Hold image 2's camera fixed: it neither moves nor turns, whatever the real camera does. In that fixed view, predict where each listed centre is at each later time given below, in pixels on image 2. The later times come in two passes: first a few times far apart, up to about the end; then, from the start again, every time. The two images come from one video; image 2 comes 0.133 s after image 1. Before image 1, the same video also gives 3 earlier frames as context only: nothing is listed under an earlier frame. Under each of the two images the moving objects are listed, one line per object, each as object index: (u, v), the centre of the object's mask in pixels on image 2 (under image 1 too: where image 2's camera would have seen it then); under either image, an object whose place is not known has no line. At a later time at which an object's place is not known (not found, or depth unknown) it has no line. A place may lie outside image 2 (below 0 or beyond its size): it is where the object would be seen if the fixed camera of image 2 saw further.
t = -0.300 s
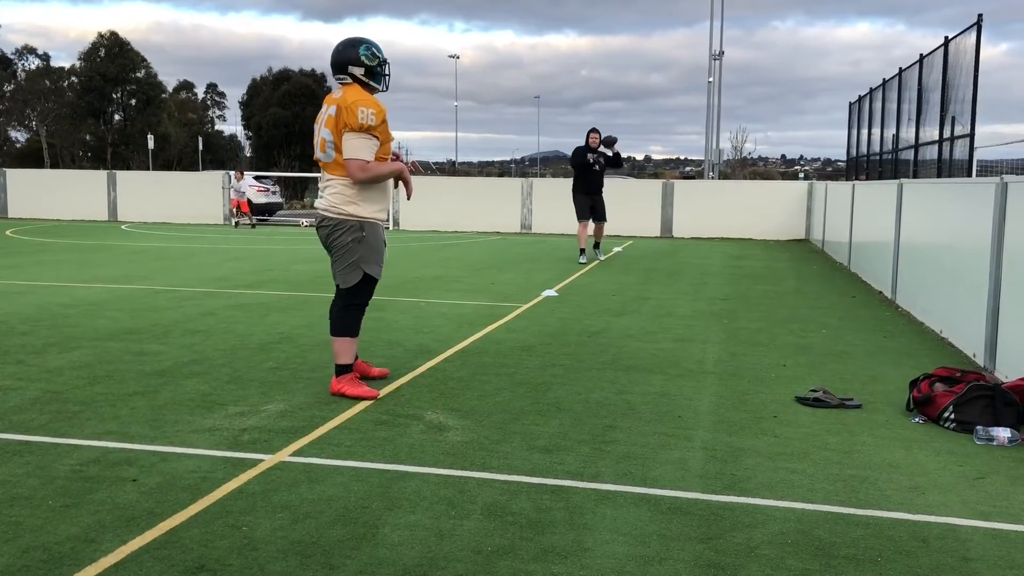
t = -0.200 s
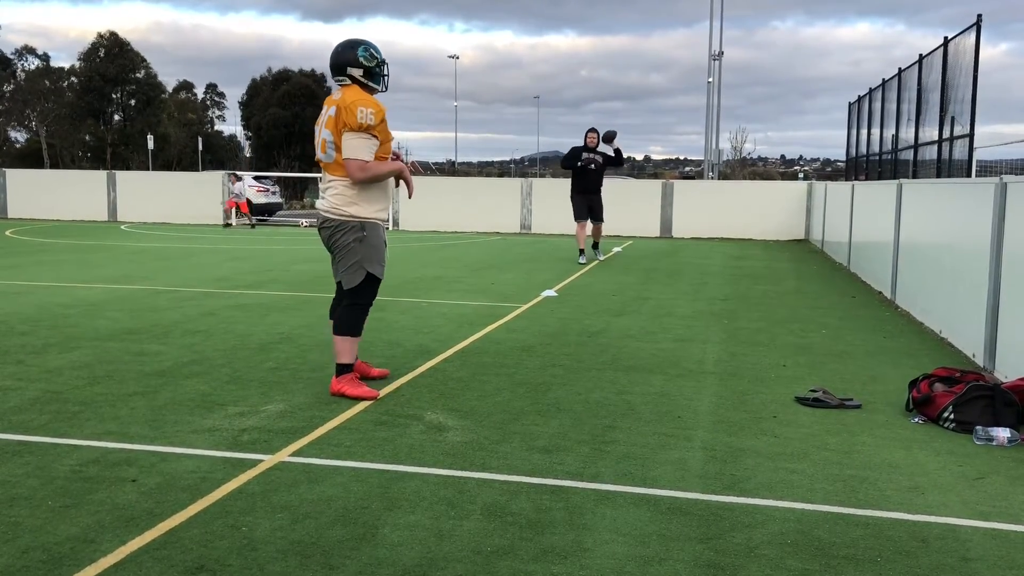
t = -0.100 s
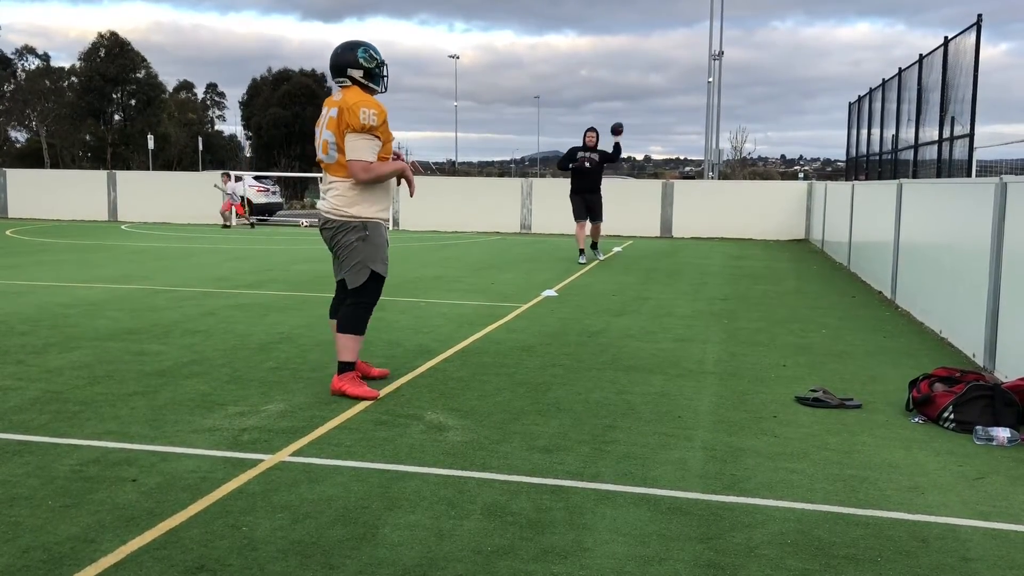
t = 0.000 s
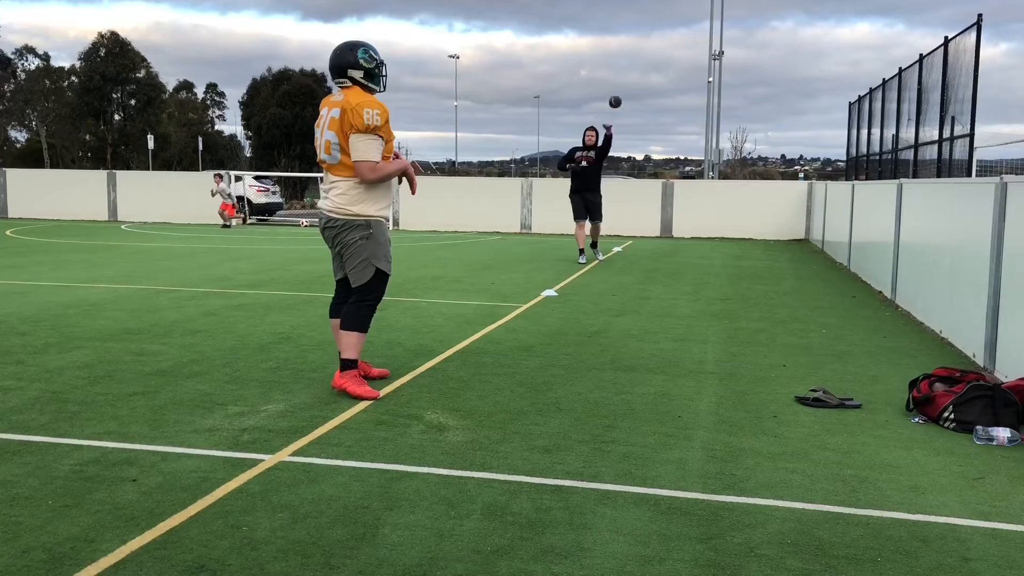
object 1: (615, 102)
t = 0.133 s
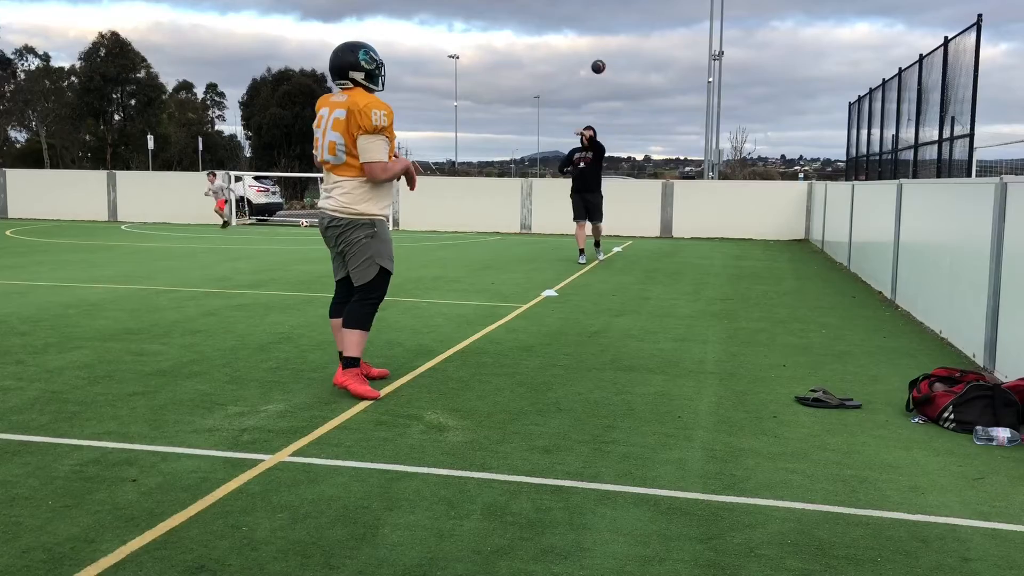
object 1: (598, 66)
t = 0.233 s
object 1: (583, 46)
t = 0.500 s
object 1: (522, 27)
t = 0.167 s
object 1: (593, 59)
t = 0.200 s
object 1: (589, 52)
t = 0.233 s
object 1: (583, 46)
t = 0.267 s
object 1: (577, 40)
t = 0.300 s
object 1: (571, 36)
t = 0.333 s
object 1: (564, 32)
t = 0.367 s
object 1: (556, 28)
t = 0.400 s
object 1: (549, 26)
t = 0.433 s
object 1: (541, 25)
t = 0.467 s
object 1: (532, 26)
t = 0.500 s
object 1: (522, 27)
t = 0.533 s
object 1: (511, 30)
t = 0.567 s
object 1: (500, 34)
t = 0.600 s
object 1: (488, 40)
